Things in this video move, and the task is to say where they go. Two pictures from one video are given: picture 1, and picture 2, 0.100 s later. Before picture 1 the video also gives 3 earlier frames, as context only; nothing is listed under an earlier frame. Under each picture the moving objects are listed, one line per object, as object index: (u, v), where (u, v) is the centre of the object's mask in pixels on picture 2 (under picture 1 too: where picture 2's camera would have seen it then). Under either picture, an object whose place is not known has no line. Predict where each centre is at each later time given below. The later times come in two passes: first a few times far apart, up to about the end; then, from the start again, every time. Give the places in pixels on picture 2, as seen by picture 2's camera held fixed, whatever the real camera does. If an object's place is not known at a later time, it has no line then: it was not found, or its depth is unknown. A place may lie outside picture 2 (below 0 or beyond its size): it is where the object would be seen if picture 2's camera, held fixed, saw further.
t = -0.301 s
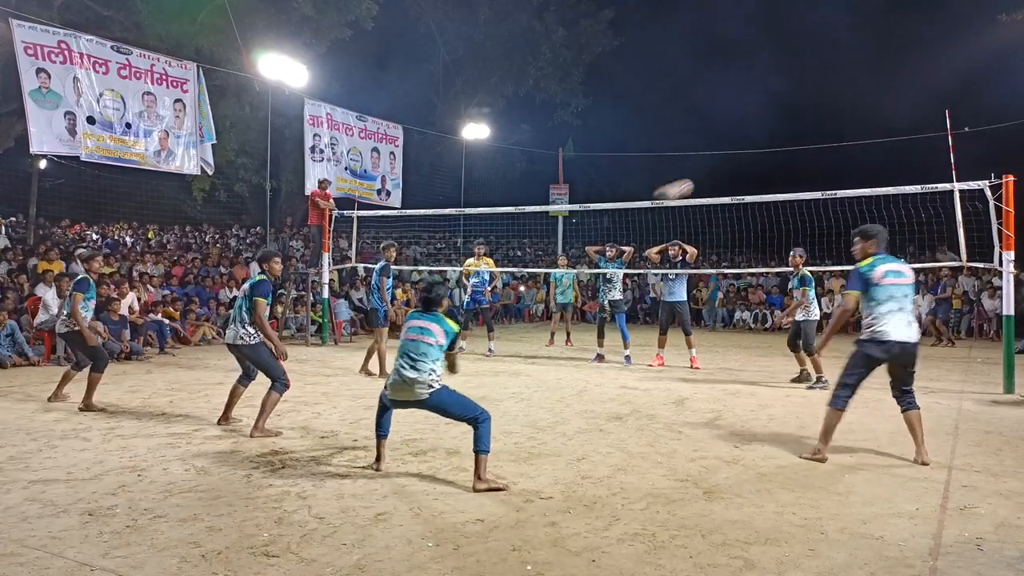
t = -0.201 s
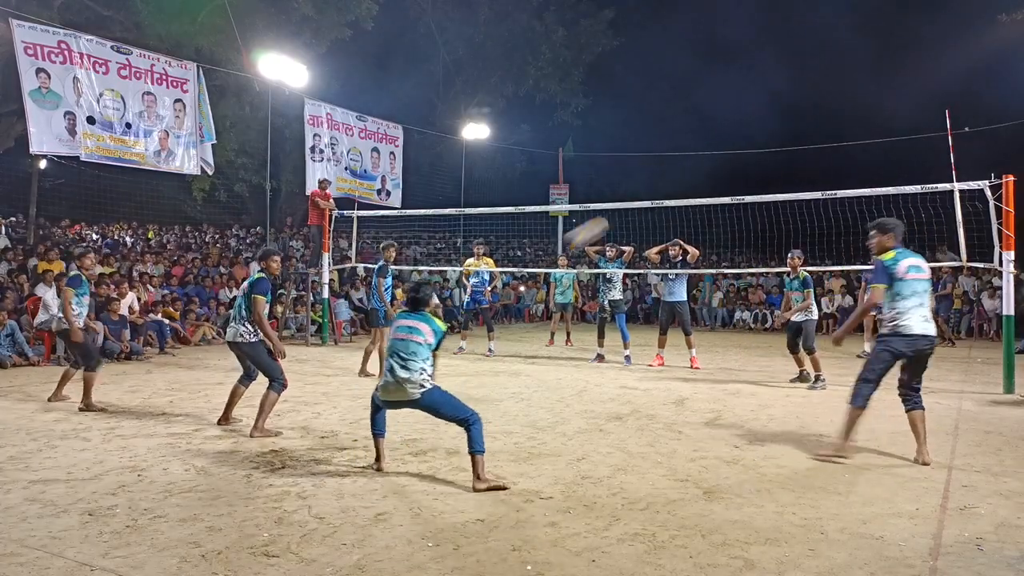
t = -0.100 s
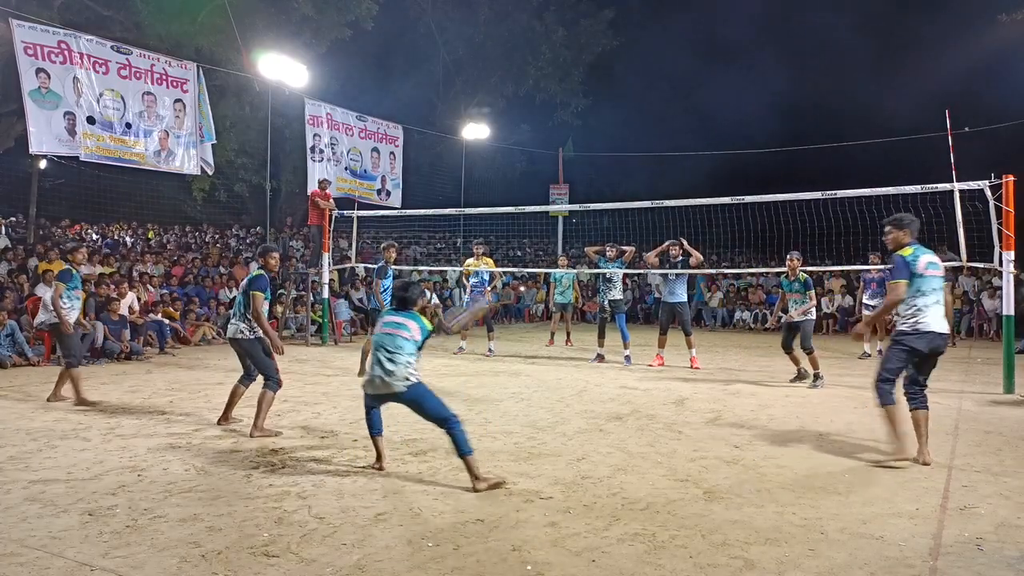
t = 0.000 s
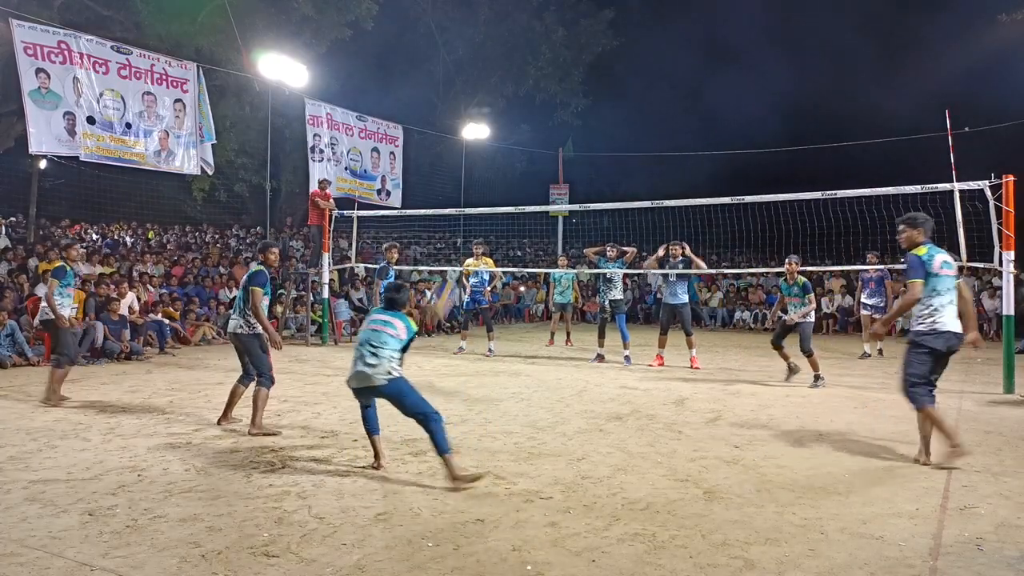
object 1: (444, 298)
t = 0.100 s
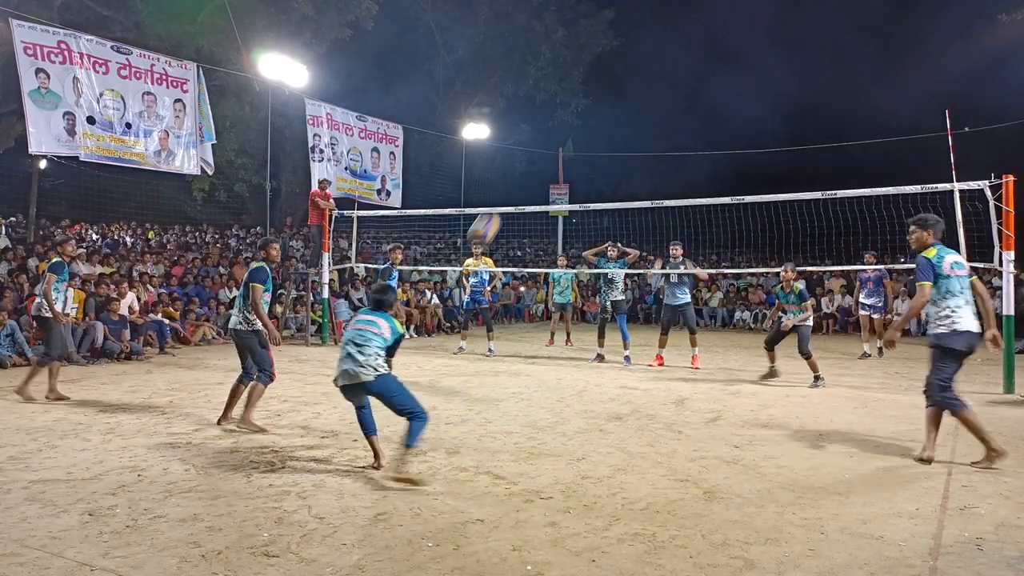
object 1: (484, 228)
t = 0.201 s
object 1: (521, 180)
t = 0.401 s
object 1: (581, 126)
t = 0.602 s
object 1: (628, 115)
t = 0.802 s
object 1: (665, 136)
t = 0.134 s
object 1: (497, 211)
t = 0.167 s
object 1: (510, 193)
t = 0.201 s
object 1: (521, 180)
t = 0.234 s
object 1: (533, 168)
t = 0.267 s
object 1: (543, 156)
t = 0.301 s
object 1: (554, 146)
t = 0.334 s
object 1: (563, 137)
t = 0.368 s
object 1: (573, 131)
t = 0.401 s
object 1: (581, 126)
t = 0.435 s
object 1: (590, 121)
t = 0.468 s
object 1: (598, 118)
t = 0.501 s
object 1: (606, 116)
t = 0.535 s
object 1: (614, 114)
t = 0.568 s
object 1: (621, 114)
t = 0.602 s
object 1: (628, 115)
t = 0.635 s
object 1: (635, 116)
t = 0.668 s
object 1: (641, 119)
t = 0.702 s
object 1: (647, 122)
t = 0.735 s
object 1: (654, 126)
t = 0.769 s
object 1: (659, 131)
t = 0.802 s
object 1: (665, 136)
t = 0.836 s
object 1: (671, 142)
